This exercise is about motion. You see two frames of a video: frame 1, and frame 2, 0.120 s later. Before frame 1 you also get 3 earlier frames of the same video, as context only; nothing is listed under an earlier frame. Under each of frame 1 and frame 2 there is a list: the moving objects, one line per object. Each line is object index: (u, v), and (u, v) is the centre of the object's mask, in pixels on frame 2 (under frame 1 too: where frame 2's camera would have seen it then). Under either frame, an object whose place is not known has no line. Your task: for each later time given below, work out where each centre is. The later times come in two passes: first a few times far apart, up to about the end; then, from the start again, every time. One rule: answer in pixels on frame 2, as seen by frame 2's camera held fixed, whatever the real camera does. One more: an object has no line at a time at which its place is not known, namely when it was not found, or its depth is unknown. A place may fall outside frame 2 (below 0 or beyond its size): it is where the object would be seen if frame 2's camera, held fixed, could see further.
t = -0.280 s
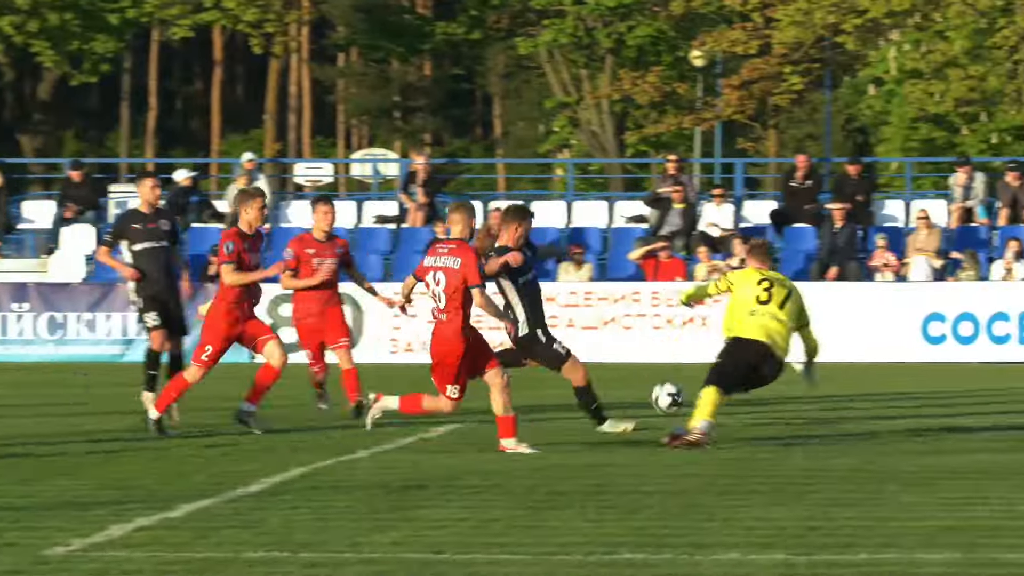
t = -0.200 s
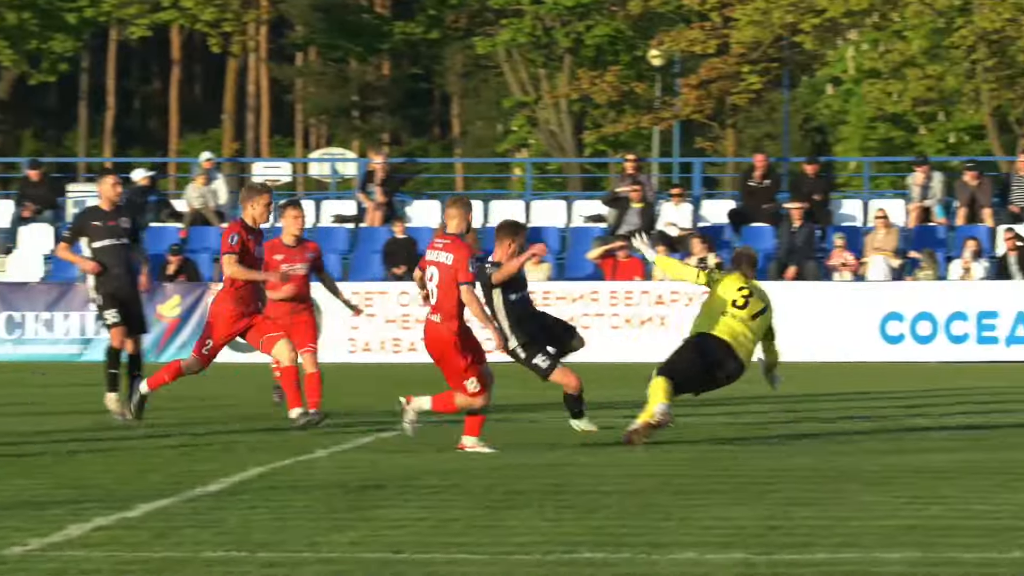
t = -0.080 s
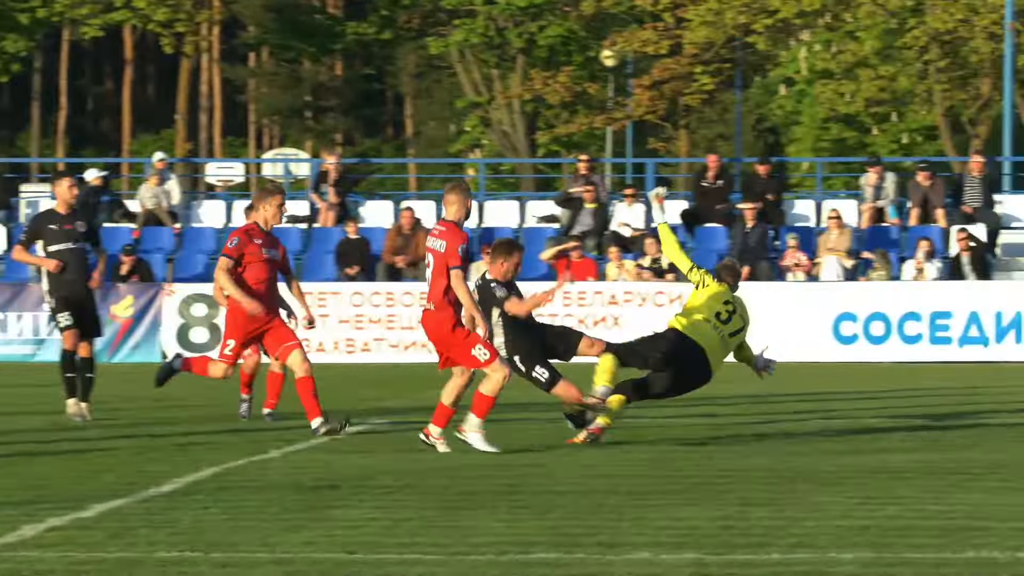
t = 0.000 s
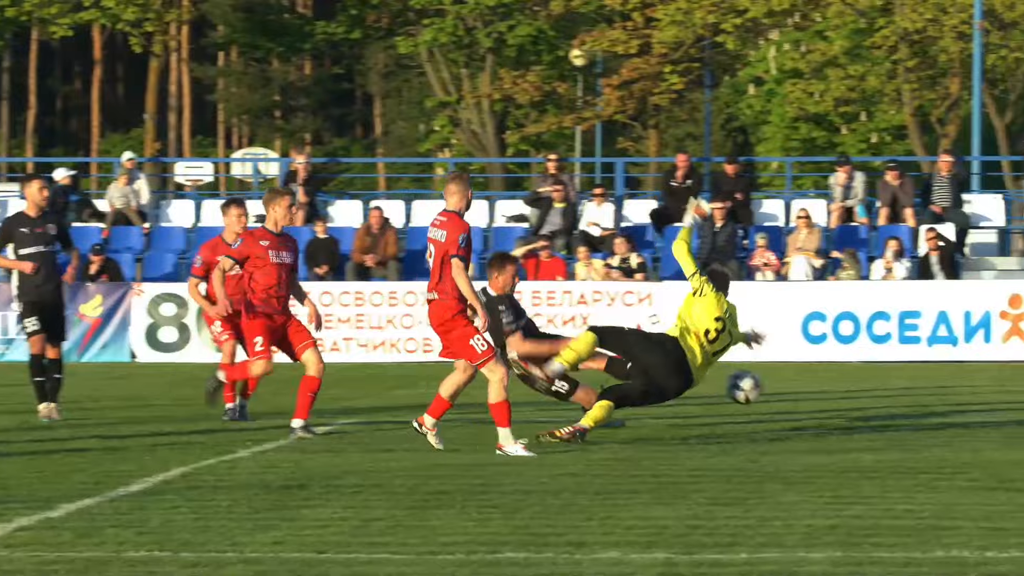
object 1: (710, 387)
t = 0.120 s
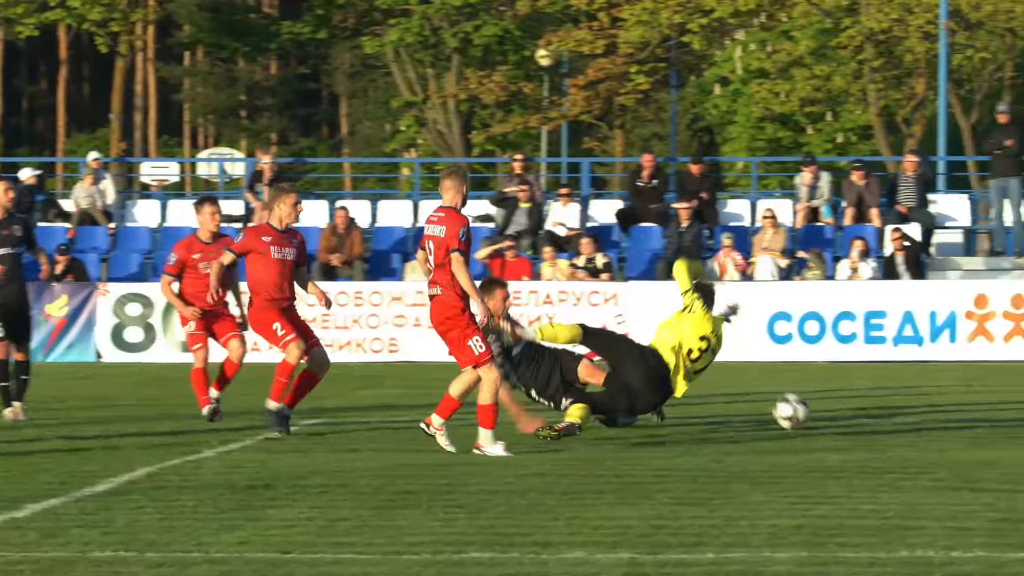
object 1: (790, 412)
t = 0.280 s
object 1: (892, 421)
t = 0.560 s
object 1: (1065, 418)
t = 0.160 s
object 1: (815, 423)
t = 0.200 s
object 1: (845, 428)
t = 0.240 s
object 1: (868, 425)
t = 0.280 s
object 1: (892, 421)
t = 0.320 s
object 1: (916, 418)
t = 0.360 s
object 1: (938, 417)
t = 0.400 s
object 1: (964, 415)
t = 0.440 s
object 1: (990, 414)
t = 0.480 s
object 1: (1011, 418)
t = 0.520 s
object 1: (1040, 417)
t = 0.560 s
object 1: (1065, 418)
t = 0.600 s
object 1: (1087, 424)
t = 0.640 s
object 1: (1117, 428)
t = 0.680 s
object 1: (1145, 432)
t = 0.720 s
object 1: (1163, 439)
